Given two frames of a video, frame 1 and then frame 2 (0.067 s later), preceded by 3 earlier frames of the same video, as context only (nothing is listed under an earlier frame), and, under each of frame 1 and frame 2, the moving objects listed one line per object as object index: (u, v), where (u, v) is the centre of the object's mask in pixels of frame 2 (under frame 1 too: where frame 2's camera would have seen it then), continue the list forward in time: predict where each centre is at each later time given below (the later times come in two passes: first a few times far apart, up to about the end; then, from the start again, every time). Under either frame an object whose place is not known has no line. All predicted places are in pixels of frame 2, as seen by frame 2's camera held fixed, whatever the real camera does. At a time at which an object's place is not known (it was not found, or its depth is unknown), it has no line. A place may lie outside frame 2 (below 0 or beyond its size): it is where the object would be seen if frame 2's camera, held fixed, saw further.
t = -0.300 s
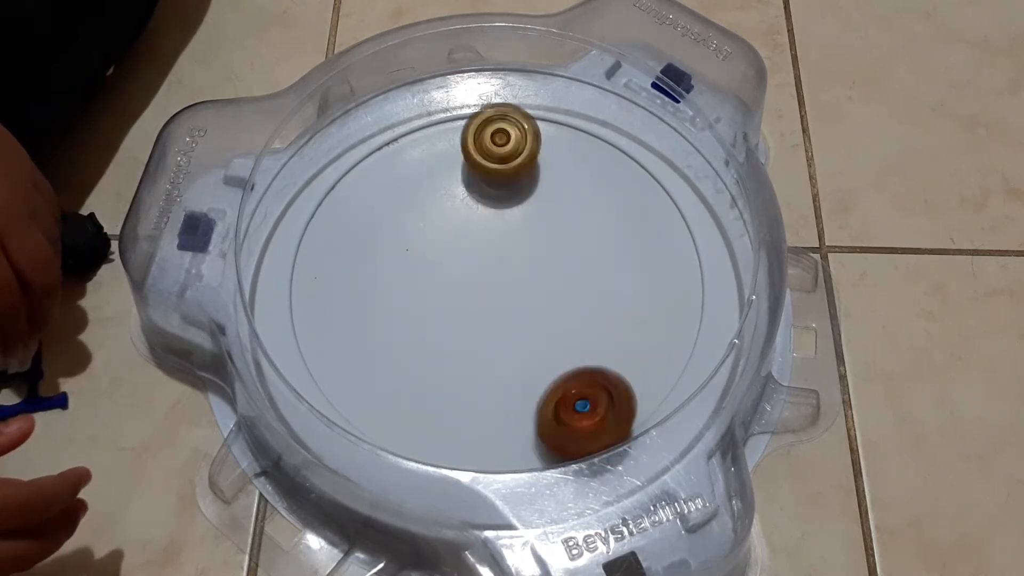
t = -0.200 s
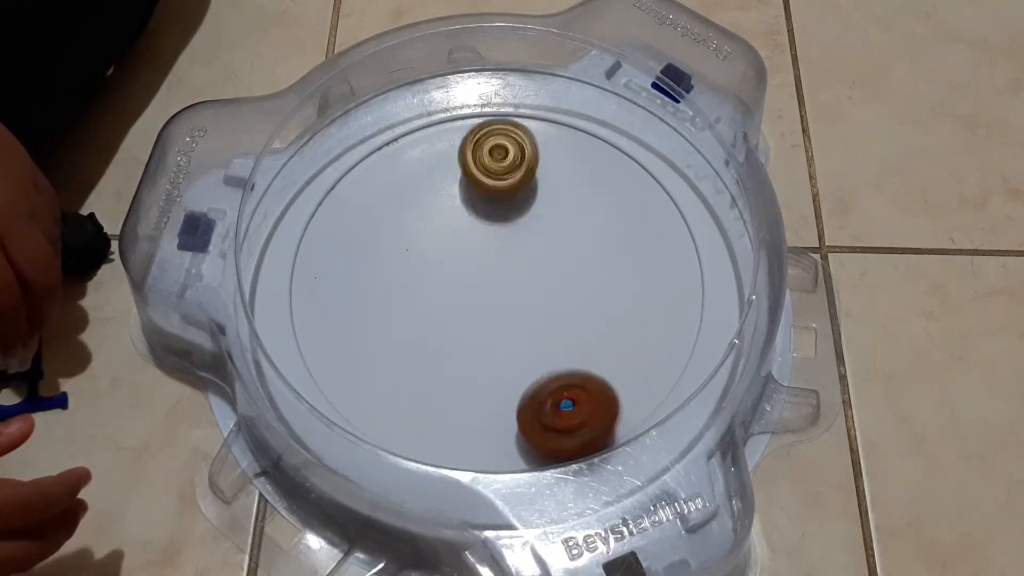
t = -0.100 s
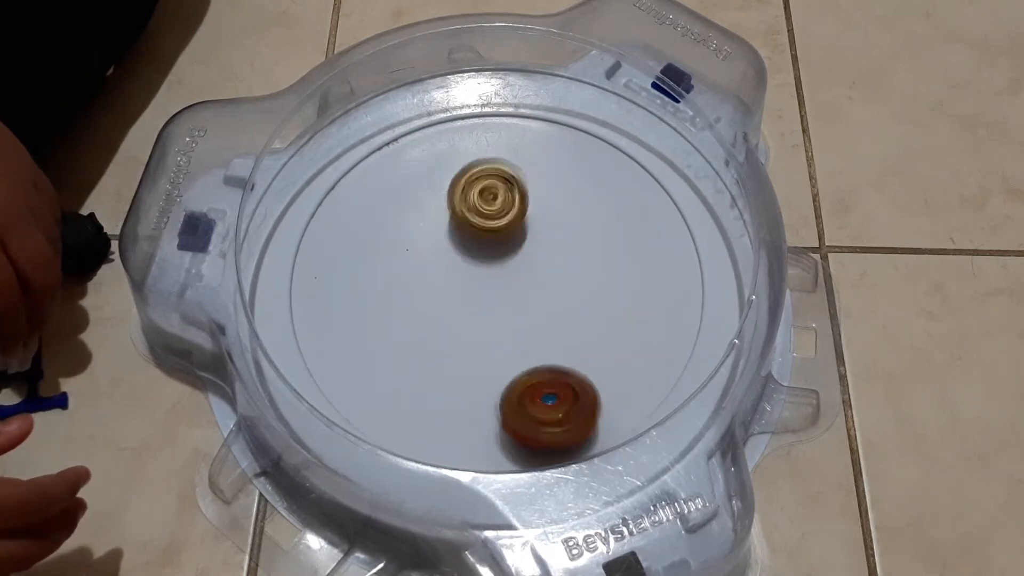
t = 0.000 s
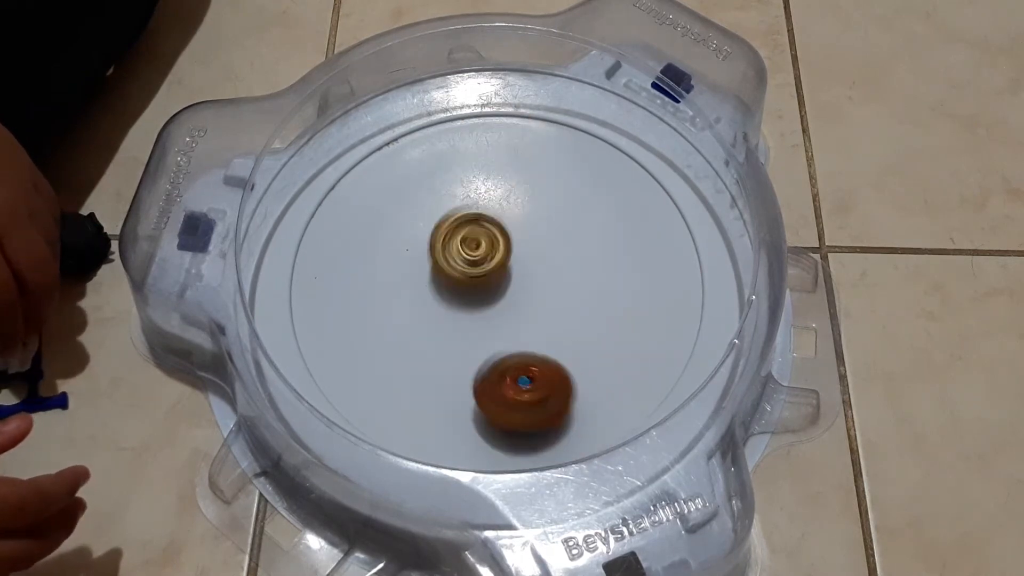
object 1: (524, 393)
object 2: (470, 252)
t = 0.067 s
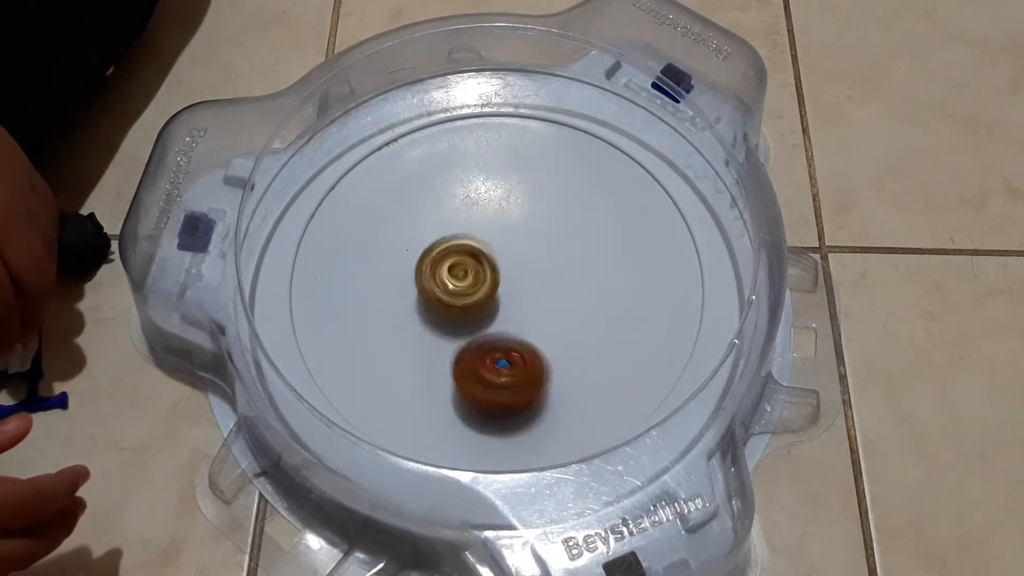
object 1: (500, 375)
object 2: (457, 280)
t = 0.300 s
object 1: (454, 339)
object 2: (403, 253)
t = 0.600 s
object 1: (431, 300)
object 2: (497, 202)
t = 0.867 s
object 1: (455, 256)
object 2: (548, 284)
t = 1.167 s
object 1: (489, 223)
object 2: (464, 341)
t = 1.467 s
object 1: (525, 239)
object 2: (435, 268)
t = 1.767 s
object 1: (558, 268)
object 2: (468, 266)
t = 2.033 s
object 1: (565, 308)
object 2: (446, 266)
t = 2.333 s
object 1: (530, 333)
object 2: (469, 267)
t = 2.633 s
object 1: (479, 333)
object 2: (500, 240)
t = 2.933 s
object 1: (436, 308)
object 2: (530, 215)
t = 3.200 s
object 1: (420, 273)
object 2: (537, 246)
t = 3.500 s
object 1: (441, 250)
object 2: (554, 279)
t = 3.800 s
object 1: (493, 243)
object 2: (528, 319)
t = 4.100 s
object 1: (543, 260)
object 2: (472, 336)
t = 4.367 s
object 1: (548, 284)
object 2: (444, 306)
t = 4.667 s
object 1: (512, 304)
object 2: (434, 269)
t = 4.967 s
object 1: (498, 309)
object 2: (429, 260)
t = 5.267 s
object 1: (501, 317)
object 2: (450, 234)
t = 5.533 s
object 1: (498, 322)
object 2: (472, 247)
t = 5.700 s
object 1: (508, 321)
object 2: (482, 256)
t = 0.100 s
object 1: (489, 364)
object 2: (451, 291)
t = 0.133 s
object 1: (484, 362)
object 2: (438, 291)
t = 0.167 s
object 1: (480, 360)
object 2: (423, 284)
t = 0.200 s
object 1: (472, 356)
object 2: (413, 277)
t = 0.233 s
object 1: (467, 351)
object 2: (406, 269)
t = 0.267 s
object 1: (460, 344)
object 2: (402, 261)
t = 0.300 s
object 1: (454, 339)
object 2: (403, 253)
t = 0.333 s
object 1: (448, 331)
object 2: (409, 248)
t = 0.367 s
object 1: (443, 326)
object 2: (417, 244)
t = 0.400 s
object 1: (438, 320)
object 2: (426, 240)
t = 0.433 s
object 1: (436, 319)
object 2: (436, 227)
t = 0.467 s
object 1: (434, 317)
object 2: (446, 215)
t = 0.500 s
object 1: (432, 312)
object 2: (457, 207)
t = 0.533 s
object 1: (431, 309)
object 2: (470, 201)
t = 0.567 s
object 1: (431, 304)
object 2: (484, 200)
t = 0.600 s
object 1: (431, 300)
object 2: (497, 202)
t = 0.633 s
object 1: (433, 295)
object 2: (510, 205)
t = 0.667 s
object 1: (434, 291)
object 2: (522, 212)
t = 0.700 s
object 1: (437, 286)
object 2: (531, 221)
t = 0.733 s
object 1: (440, 281)
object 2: (539, 232)
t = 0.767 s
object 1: (444, 275)
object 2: (544, 244)
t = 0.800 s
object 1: (448, 269)
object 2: (547, 257)
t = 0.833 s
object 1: (452, 262)
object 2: (548, 271)
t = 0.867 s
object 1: (455, 256)
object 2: (548, 284)
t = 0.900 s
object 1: (459, 250)
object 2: (544, 297)
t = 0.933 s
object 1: (462, 244)
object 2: (540, 308)
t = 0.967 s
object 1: (465, 239)
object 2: (532, 317)
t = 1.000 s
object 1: (468, 235)
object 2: (523, 325)
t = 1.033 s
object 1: (473, 231)
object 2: (513, 333)
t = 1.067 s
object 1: (477, 228)
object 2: (501, 337)
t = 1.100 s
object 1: (481, 226)
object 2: (488, 341)
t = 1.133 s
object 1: (484, 224)
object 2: (477, 342)
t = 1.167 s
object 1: (489, 223)
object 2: (464, 341)
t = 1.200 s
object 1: (492, 223)
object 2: (453, 337)
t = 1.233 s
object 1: (497, 223)
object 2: (444, 330)
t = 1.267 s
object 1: (500, 224)
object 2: (437, 321)
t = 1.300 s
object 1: (505, 225)
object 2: (432, 312)
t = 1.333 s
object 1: (508, 227)
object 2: (431, 301)
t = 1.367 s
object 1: (512, 230)
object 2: (431, 290)
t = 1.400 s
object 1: (514, 233)
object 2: (435, 280)
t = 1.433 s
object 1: (519, 236)
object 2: (438, 272)
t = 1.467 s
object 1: (525, 239)
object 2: (435, 268)
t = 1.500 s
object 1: (532, 241)
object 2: (433, 264)
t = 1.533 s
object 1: (537, 244)
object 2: (434, 261)
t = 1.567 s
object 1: (543, 248)
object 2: (437, 258)
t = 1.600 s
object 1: (547, 250)
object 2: (441, 256)
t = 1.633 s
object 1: (552, 253)
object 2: (444, 256)
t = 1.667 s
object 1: (554, 256)
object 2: (449, 256)
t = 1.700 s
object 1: (557, 260)
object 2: (457, 260)
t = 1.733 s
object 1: (556, 264)
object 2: (463, 263)
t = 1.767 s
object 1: (558, 268)
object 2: (468, 266)
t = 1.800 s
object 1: (561, 274)
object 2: (467, 269)
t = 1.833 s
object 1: (564, 280)
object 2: (460, 268)
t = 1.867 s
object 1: (566, 286)
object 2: (455, 266)
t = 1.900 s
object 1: (568, 291)
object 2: (448, 265)
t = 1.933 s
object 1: (570, 295)
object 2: (445, 265)
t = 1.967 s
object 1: (569, 300)
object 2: (445, 267)
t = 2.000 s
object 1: (569, 304)
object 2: (445, 267)
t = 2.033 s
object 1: (565, 308)
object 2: (446, 266)
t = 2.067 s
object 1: (564, 313)
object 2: (443, 267)
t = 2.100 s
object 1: (561, 317)
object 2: (447, 268)
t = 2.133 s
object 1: (558, 320)
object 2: (452, 270)
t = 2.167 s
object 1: (554, 324)
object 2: (455, 272)
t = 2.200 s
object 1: (550, 325)
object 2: (458, 270)
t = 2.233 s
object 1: (545, 328)
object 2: (460, 272)
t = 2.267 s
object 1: (540, 327)
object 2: (466, 278)
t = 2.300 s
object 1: (536, 330)
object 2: (469, 274)
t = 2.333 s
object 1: (530, 333)
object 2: (469, 267)
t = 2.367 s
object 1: (526, 335)
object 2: (473, 261)
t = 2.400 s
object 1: (521, 336)
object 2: (474, 255)
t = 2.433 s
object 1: (517, 336)
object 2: (477, 253)
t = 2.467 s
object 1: (511, 336)
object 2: (479, 252)
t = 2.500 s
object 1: (507, 334)
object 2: (485, 251)
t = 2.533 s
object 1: (502, 332)
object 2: (491, 251)
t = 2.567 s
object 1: (494, 330)
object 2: (493, 253)
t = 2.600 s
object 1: (487, 331)
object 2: (494, 250)
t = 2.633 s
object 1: (479, 333)
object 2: (500, 240)
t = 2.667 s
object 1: (474, 332)
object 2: (503, 232)
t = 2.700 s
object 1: (470, 330)
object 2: (506, 225)
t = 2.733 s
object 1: (464, 327)
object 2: (510, 219)
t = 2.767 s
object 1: (457, 325)
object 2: (513, 214)
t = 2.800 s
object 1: (450, 322)
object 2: (516, 209)
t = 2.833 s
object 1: (447, 319)
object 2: (521, 206)
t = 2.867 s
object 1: (442, 316)
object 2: (525, 206)
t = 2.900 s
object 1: (438, 311)
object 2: (529, 210)
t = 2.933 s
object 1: (436, 308)
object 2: (530, 215)
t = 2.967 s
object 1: (434, 303)
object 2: (529, 225)
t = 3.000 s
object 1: (433, 298)
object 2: (525, 231)
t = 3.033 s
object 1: (432, 293)
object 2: (521, 238)
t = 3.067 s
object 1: (432, 289)
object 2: (515, 247)
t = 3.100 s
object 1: (432, 285)
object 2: (513, 250)
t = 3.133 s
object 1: (429, 282)
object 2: (515, 252)
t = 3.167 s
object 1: (421, 277)
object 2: (528, 250)
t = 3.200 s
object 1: (420, 273)
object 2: (537, 246)
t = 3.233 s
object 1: (420, 272)
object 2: (545, 250)
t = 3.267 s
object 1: (420, 267)
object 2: (550, 250)
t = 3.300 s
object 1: (421, 264)
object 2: (556, 252)
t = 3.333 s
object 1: (422, 262)
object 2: (561, 254)
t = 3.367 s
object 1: (424, 257)
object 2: (566, 258)
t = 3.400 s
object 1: (428, 255)
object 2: (566, 263)
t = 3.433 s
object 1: (431, 255)
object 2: (565, 268)
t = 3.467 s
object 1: (435, 252)
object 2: (561, 275)
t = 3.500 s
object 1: (441, 250)
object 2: (554, 279)
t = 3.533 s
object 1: (447, 248)
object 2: (546, 284)
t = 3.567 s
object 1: (453, 246)
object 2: (539, 288)
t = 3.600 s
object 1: (459, 245)
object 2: (533, 290)
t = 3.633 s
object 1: (464, 243)
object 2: (534, 296)
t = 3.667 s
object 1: (468, 240)
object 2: (534, 300)
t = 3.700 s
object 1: (475, 240)
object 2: (532, 305)
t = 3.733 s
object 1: (482, 240)
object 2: (531, 306)
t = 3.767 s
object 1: (487, 239)
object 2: (529, 313)
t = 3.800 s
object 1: (493, 243)
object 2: (528, 319)
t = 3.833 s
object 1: (501, 242)
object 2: (525, 324)
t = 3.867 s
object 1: (506, 245)
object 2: (523, 327)
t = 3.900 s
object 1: (513, 248)
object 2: (516, 329)
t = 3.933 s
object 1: (518, 248)
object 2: (508, 332)
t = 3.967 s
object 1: (523, 250)
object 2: (502, 332)
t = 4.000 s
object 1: (528, 252)
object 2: (496, 330)
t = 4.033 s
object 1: (532, 255)
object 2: (489, 329)
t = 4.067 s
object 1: (539, 258)
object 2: (479, 333)
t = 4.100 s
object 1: (543, 260)
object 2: (472, 336)
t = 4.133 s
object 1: (547, 262)
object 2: (467, 331)
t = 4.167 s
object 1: (550, 266)
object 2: (462, 330)
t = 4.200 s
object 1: (552, 269)
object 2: (456, 329)
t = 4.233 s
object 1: (554, 272)
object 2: (451, 327)
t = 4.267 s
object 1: (555, 275)
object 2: (447, 323)
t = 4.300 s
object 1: (553, 280)
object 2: (443, 318)
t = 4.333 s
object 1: (551, 282)
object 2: (443, 313)
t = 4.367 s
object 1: (548, 284)
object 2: (444, 306)
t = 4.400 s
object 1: (546, 286)
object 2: (448, 302)
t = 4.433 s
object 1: (540, 290)
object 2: (450, 292)
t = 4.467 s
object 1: (536, 293)
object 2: (451, 291)
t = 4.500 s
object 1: (533, 295)
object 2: (446, 285)
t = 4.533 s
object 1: (532, 298)
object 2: (443, 284)
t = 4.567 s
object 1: (527, 299)
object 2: (440, 276)
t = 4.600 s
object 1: (522, 302)
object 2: (435, 276)
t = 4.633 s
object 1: (517, 302)
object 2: (434, 271)
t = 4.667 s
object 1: (512, 304)
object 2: (434, 269)
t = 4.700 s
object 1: (505, 304)
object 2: (434, 266)
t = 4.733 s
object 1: (504, 307)
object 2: (430, 264)
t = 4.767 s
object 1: (503, 311)
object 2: (428, 264)
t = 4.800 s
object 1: (500, 314)
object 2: (424, 258)
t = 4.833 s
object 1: (499, 312)
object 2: (421, 256)
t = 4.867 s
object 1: (500, 311)
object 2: (422, 257)
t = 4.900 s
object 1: (501, 310)
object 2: (423, 258)
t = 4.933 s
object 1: (502, 310)
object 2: (425, 260)
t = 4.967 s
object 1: (498, 309)
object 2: (429, 260)
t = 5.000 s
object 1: (501, 314)
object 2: (430, 255)
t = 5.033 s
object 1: (501, 319)
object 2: (433, 250)
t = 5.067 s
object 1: (501, 321)
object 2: (434, 240)
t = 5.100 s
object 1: (499, 321)
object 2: (438, 236)
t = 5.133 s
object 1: (498, 320)
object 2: (438, 230)
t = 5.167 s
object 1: (500, 317)
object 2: (439, 229)
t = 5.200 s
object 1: (500, 317)
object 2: (445, 228)
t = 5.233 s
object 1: (500, 317)
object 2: (448, 230)
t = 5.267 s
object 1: (501, 317)
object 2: (450, 234)
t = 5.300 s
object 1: (500, 318)
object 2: (454, 242)
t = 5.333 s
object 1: (500, 317)
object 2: (458, 245)
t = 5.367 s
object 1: (498, 316)
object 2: (464, 246)
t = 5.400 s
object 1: (497, 314)
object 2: (469, 248)
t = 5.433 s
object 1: (498, 313)
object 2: (471, 246)
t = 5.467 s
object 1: (500, 315)
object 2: (470, 246)
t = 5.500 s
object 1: (500, 319)
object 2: (471, 245)
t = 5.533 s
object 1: (498, 322)
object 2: (472, 247)
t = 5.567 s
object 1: (496, 322)
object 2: (474, 249)
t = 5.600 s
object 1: (498, 320)
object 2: (476, 252)
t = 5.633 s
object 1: (499, 318)
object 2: (478, 254)
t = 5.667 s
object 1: (505, 318)
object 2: (480, 255)
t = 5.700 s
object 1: (508, 321)
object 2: (482, 256)
